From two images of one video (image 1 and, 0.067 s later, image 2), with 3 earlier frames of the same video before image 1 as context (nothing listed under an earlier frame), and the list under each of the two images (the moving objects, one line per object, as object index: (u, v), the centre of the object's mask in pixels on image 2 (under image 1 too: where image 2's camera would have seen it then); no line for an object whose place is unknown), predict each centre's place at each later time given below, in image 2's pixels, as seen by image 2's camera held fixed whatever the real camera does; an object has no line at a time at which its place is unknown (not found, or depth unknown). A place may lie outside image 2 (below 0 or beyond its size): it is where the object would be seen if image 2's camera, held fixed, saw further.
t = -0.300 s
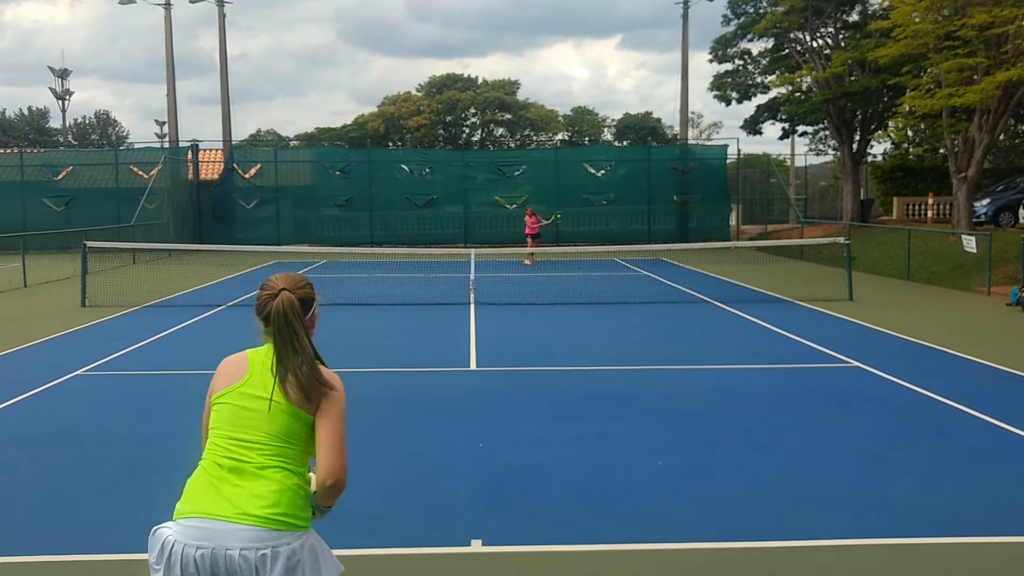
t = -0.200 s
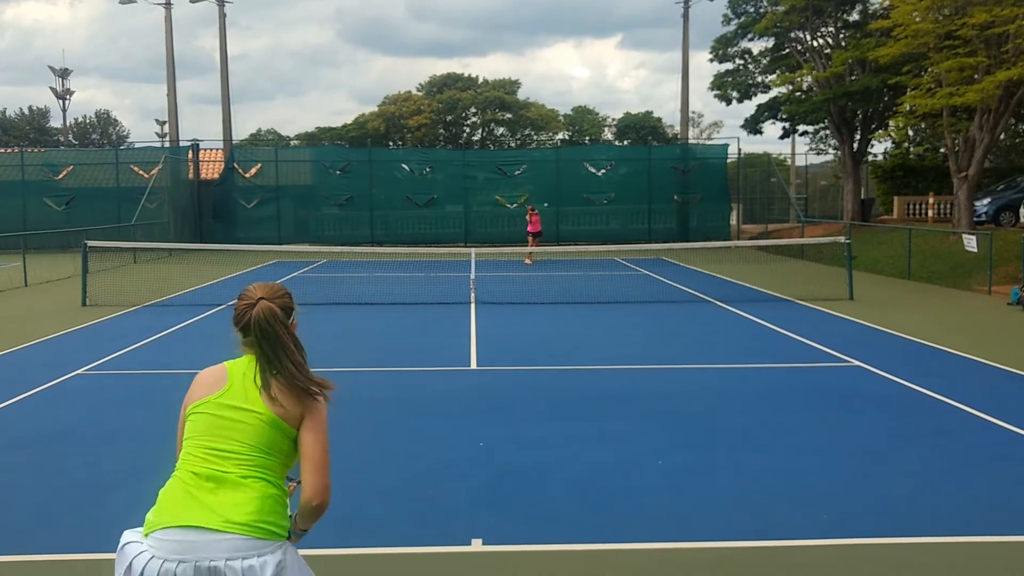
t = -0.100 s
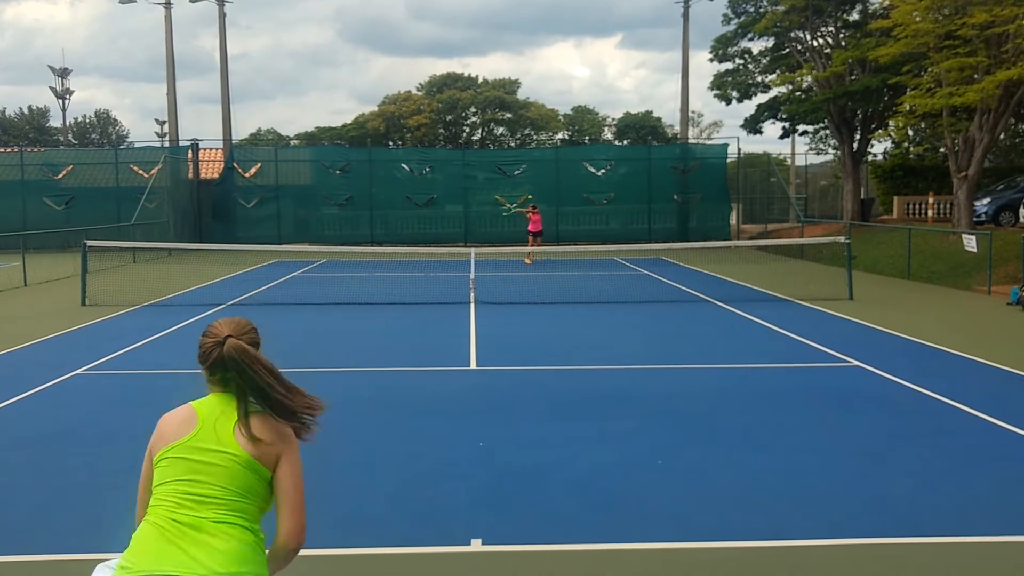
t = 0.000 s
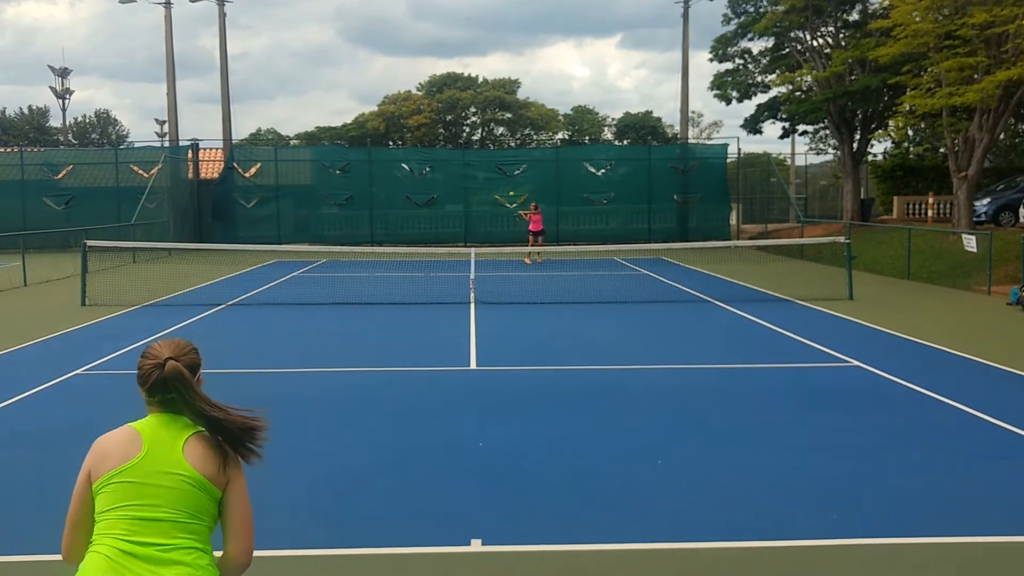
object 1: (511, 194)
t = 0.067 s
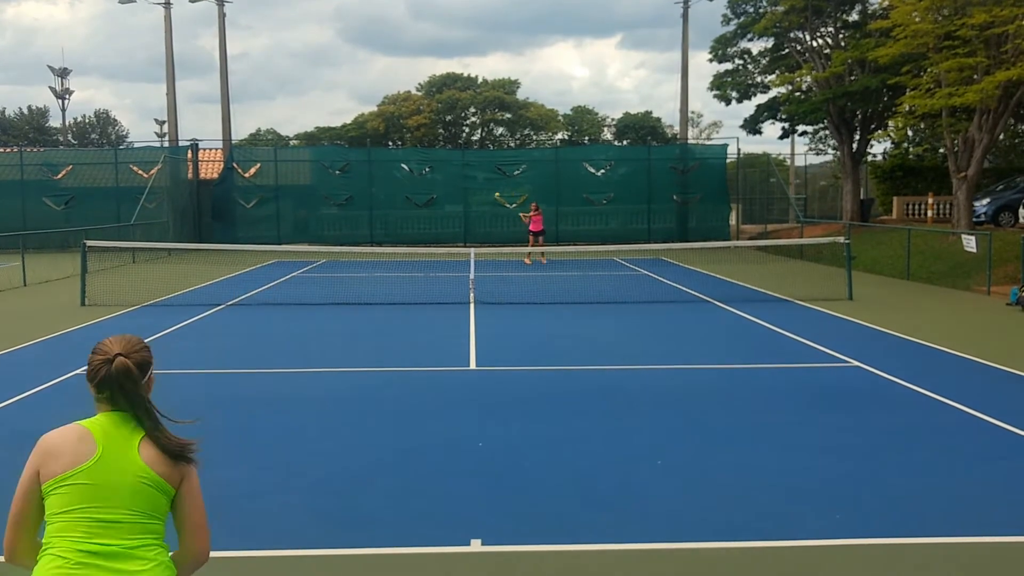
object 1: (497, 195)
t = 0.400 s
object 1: (383, 270)
